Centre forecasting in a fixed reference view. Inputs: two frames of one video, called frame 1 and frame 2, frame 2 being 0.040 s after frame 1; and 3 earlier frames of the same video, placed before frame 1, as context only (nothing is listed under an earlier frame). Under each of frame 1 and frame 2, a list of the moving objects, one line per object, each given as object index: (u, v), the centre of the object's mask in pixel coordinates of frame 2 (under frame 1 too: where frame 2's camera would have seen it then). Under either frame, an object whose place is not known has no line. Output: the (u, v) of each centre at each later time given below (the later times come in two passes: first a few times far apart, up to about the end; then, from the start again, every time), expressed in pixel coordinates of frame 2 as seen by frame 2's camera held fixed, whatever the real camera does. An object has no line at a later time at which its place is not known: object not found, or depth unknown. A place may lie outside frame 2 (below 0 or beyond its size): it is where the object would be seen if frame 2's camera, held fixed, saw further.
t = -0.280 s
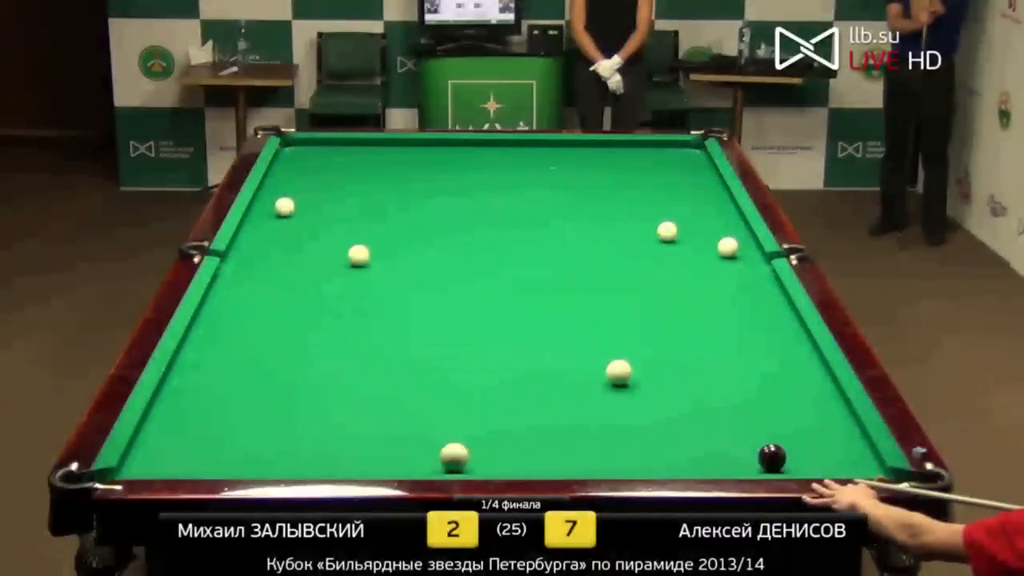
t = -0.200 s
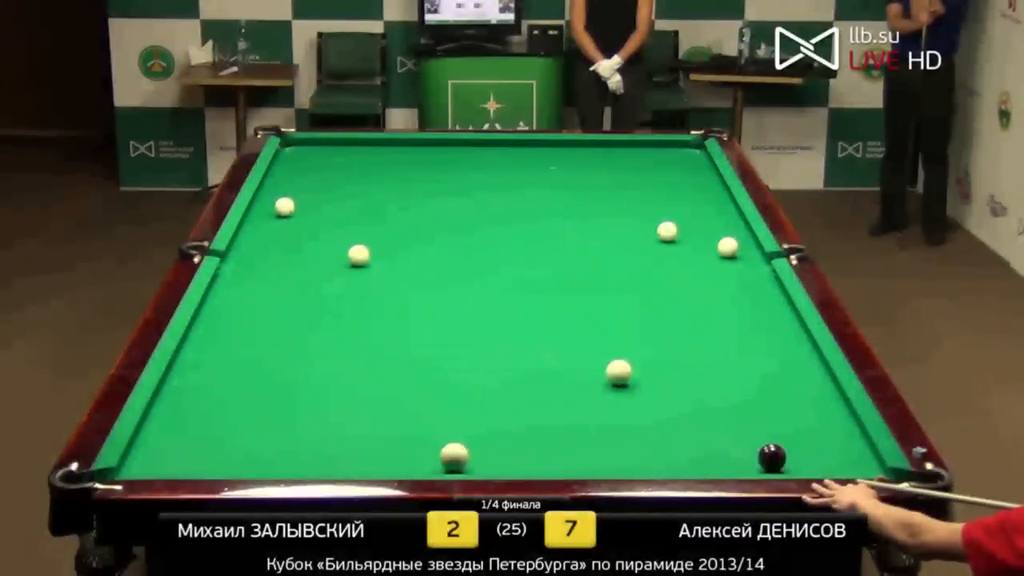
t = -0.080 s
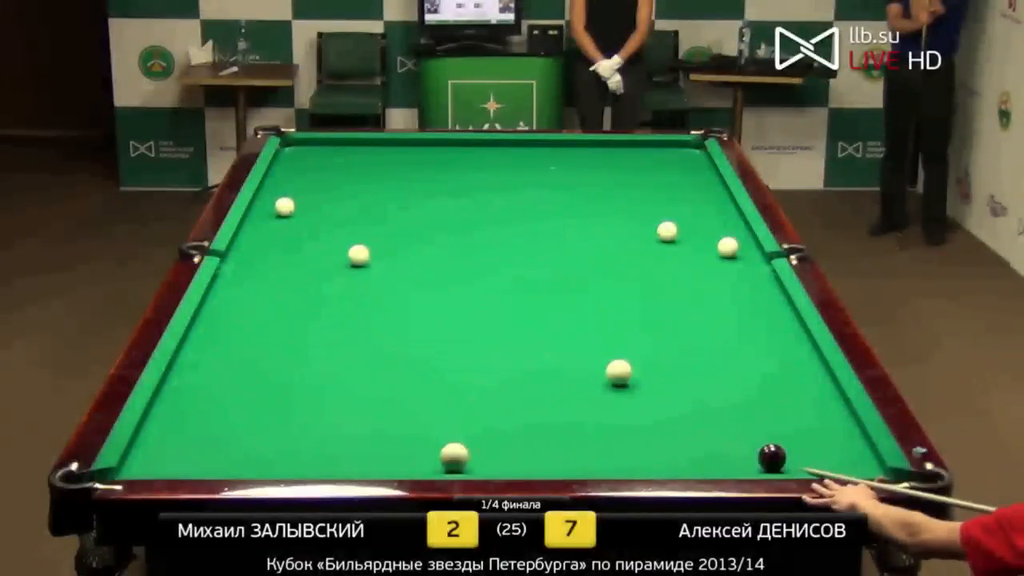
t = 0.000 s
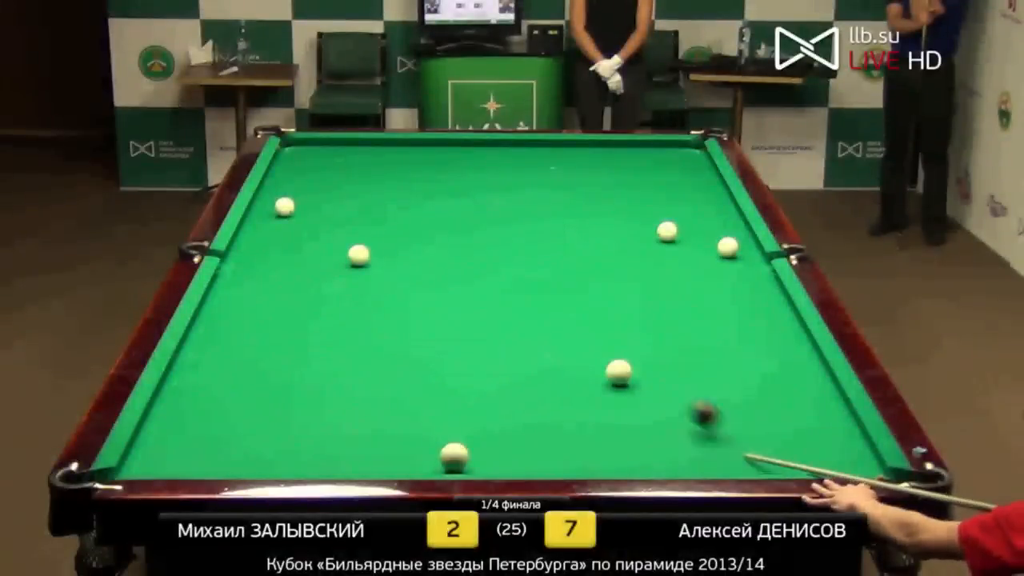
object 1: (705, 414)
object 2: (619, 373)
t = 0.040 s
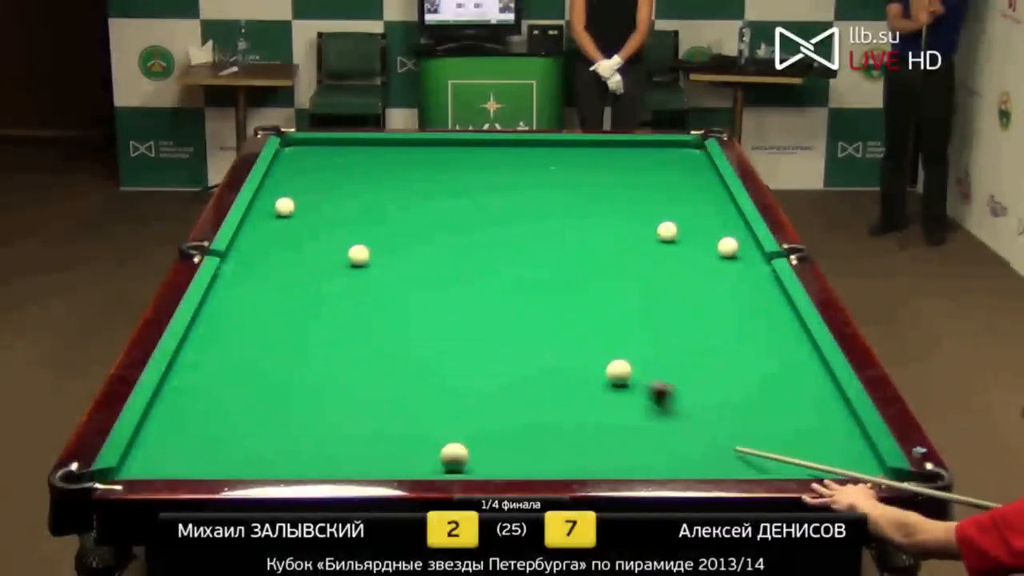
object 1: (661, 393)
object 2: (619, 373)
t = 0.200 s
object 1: (609, 384)
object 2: (529, 310)
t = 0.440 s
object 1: (580, 390)
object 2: (413, 230)
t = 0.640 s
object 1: (556, 396)
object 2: (346, 183)
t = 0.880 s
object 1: (528, 403)
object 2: (290, 141)
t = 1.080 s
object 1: (506, 408)
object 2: (317, 161)
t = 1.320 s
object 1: (479, 414)
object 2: (338, 185)
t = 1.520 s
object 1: (457, 419)
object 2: (352, 205)
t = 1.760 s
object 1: (431, 425)
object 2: (369, 231)
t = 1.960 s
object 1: (411, 429)
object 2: (385, 254)
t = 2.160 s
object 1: (390, 434)
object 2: (402, 279)
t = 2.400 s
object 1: (368, 438)
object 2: (424, 311)
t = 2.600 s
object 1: (350, 442)
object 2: (445, 342)
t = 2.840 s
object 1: (329, 446)
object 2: (472, 382)
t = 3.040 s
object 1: (312, 450)
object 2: (498, 420)
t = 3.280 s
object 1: (293, 453)
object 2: (532, 464)
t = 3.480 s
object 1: (279, 456)
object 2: (532, 447)
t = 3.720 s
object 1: (262, 458)
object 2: (532, 422)
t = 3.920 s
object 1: (250, 460)
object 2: (531, 402)
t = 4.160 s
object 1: (237, 462)
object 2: (529, 381)
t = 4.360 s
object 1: (227, 463)
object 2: (528, 365)
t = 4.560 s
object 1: (218, 464)
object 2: (526, 349)
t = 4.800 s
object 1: (208, 465)
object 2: (524, 332)
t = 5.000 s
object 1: (202, 466)
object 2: (523, 319)
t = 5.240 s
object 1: (195, 466)
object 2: (522, 305)
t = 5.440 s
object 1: (190, 466)
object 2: (521, 294)
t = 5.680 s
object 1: (186, 467)
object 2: (519, 282)
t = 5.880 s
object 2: (519, 272)
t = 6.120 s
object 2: (518, 261)
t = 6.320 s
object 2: (518, 252)
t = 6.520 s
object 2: (517, 245)
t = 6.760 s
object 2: (517, 236)
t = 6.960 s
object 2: (517, 229)
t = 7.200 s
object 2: (516, 221)
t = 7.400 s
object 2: (515, 215)
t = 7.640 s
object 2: (514, 208)
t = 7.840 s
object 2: (513, 203)
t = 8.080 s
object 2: (512, 196)
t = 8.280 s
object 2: (512, 192)
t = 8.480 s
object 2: (510, 187)
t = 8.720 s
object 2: (509, 182)
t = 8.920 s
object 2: (508, 178)
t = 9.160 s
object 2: (506, 174)
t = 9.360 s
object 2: (504, 170)
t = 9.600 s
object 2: (503, 167)
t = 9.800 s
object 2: (502, 164)
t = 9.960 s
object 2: (500, 161)
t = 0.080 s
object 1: (629, 380)
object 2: (609, 364)
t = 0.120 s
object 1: (621, 382)
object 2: (581, 344)
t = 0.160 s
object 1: (614, 383)
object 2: (554, 326)
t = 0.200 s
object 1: (609, 384)
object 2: (529, 310)
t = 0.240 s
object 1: (604, 385)
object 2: (507, 294)
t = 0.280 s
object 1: (599, 386)
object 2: (486, 279)
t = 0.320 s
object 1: (594, 387)
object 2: (466, 265)
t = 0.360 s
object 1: (589, 388)
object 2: (447, 253)
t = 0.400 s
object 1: (585, 389)
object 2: (429, 241)
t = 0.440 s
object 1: (580, 390)
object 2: (413, 230)
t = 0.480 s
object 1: (575, 391)
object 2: (398, 220)
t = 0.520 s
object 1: (570, 393)
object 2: (384, 209)
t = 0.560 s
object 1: (566, 394)
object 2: (370, 200)
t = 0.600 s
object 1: (561, 395)
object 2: (358, 192)
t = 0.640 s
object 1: (556, 396)
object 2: (346, 183)
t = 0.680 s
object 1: (552, 397)
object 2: (334, 175)
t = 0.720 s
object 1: (547, 399)
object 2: (323, 168)
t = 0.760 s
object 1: (542, 400)
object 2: (313, 161)
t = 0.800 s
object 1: (538, 401)
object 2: (303, 154)
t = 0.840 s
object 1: (533, 402)
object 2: (293, 147)
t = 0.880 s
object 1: (528, 403)
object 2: (290, 141)
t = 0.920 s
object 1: (524, 404)
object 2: (298, 142)
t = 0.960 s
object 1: (519, 405)
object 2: (303, 147)
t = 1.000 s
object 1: (514, 406)
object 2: (308, 152)
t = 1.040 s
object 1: (510, 407)
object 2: (312, 156)
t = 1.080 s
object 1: (506, 408)
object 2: (317, 161)
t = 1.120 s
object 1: (501, 409)
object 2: (321, 165)
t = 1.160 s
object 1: (496, 410)
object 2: (325, 169)
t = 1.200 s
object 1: (492, 411)
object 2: (329, 174)
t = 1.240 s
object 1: (487, 412)
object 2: (332, 178)
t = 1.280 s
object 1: (483, 413)
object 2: (335, 182)
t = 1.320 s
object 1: (479, 414)
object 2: (338, 185)
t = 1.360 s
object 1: (474, 415)
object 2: (341, 189)
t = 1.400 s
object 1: (470, 416)
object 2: (343, 193)
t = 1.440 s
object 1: (465, 417)
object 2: (346, 197)
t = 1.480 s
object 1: (461, 418)
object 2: (349, 201)
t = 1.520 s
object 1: (457, 419)
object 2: (352, 205)
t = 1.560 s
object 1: (452, 420)
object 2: (354, 209)
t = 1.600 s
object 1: (448, 421)
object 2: (357, 213)
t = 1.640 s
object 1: (444, 422)
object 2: (360, 218)
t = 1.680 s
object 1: (440, 423)
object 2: (363, 222)
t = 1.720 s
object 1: (435, 424)
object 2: (366, 226)
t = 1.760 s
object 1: (431, 425)
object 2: (369, 231)
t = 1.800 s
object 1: (427, 426)
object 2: (372, 235)
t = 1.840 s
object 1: (423, 426)
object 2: (375, 239)
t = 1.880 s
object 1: (419, 427)
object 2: (378, 244)
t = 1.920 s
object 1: (414, 428)
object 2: (382, 249)
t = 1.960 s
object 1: (411, 429)
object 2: (385, 254)
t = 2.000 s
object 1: (407, 431)
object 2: (388, 258)
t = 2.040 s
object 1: (402, 431)
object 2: (391, 263)
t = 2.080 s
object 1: (399, 432)
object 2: (395, 268)
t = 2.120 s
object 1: (394, 433)
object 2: (398, 273)
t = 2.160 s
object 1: (390, 434)
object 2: (402, 279)
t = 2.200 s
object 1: (387, 434)
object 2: (406, 284)
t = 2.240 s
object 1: (383, 435)
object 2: (409, 289)
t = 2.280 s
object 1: (379, 436)
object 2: (413, 295)
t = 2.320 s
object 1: (376, 437)
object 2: (416, 300)
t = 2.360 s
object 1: (372, 437)
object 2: (420, 306)
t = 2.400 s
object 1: (368, 438)
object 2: (424, 311)
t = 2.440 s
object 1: (364, 439)
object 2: (428, 317)
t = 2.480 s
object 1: (360, 440)
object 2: (432, 323)
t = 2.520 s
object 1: (357, 441)
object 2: (436, 329)
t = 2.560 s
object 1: (353, 441)
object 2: (440, 335)
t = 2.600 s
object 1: (350, 442)
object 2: (445, 342)
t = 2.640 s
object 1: (346, 443)
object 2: (449, 348)
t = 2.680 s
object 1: (342, 443)
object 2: (454, 354)
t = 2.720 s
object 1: (339, 444)
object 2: (458, 361)
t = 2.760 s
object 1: (335, 445)
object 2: (463, 368)
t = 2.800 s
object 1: (332, 446)
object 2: (467, 375)
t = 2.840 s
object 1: (329, 446)
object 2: (472, 382)
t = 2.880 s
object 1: (325, 447)
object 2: (477, 389)
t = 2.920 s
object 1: (322, 447)
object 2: (482, 397)
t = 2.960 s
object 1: (318, 448)
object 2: (487, 404)
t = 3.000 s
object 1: (315, 449)
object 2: (493, 412)
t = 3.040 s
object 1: (312, 450)
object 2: (498, 420)
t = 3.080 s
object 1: (309, 450)
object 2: (503, 428)
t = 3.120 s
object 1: (306, 451)
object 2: (509, 436)
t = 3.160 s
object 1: (303, 452)
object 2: (514, 444)
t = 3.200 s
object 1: (299, 452)
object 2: (520, 453)
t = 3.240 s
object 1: (296, 453)
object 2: (526, 459)
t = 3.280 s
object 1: (293, 453)
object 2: (532, 464)
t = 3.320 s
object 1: (290, 454)
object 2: (534, 465)
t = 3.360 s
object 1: (287, 455)
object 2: (534, 461)
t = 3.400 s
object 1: (284, 455)
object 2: (533, 457)
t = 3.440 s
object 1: (281, 456)
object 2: (533, 452)
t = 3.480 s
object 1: (279, 456)
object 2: (532, 447)
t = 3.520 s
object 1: (275, 457)
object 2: (532, 443)
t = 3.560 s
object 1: (273, 457)
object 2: (532, 438)
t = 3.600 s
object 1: (270, 457)
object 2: (532, 434)
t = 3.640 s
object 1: (267, 458)
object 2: (532, 430)
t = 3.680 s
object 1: (265, 458)
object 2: (532, 426)
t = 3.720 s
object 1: (262, 458)
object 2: (532, 422)
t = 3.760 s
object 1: (259, 459)
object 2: (531, 417)
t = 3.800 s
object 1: (257, 459)
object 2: (531, 414)
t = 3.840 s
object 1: (255, 459)
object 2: (531, 410)
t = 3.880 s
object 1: (253, 460)
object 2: (531, 406)
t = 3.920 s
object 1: (250, 460)
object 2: (531, 402)
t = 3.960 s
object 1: (248, 460)
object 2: (530, 399)
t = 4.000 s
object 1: (245, 461)
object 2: (530, 395)
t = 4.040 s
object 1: (243, 461)
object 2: (530, 391)
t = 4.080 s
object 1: (241, 461)
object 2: (530, 388)
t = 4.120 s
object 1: (239, 462)
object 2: (530, 384)
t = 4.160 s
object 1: (237, 462)
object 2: (529, 381)
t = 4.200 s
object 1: (235, 462)
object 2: (529, 377)
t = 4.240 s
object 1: (233, 462)
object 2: (529, 374)
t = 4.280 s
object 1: (231, 462)
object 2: (528, 371)
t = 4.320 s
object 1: (229, 463)
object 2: (528, 368)
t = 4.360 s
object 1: (227, 463)
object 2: (528, 365)
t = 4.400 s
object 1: (225, 463)
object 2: (527, 361)
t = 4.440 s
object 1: (223, 463)
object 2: (527, 359)
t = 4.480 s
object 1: (221, 463)
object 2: (527, 355)
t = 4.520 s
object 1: (220, 464)
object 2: (526, 352)
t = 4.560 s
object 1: (218, 464)
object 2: (526, 349)
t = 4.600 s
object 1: (216, 464)
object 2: (526, 346)
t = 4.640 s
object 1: (214, 464)
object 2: (525, 344)
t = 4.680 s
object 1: (213, 464)
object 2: (525, 341)
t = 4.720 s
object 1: (211, 465)
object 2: (525, 338)
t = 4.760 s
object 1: (210, 465)
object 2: (525, 335)
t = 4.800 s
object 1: (208, 465)
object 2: (524, 332)
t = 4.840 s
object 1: (207, 465)
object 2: (524, 330)
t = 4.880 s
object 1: (206, 465)
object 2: (524, 327)
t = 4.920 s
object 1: (204, 465)
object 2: (524, 325)
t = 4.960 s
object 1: (203, 465)
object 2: (523, 322)
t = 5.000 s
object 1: (202, 466)
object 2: (523, 319)
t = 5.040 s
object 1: (200, 466)
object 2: (523, 317)
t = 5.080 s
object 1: (199, 466)
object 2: (523, 314)
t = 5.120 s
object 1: (198, 466)
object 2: (522, 312)
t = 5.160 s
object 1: (197, 466)
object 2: (522, 310)
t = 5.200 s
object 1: (196, 466)
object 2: (522, 308)
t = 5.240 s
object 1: (195, 466)
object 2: (522, 305)
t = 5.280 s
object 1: (194, 466)
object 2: (522, 303)
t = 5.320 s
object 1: (193, 466)
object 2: (521, 300)
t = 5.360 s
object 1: (192, 466)
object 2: (521, 298)
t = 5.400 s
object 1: (191, 466)
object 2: (521, 296)
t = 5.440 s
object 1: (190, 466)
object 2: (521, 294)
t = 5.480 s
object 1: (190, 466)
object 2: (520, 292)
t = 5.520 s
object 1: (189, 466)
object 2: (520, 290)
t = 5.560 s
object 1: (188, 466)
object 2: (520, 288)
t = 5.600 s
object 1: (188, 466)
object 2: (520, 286)
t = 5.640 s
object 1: (187, 467)
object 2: (520, 283)
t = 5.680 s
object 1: (186, 467)
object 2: (519, 282)
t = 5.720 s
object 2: (519, 280)
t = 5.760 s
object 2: (519, 278)
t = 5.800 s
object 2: (519, 276)
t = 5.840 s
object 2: (519, 274)
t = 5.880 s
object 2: (519, 272)
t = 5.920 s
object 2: (519, 270)
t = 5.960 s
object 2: (519, 268)
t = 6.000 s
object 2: (518, 266)
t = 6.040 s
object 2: (518, 264)
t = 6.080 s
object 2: (518, 263)
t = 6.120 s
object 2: (518, 261)
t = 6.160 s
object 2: (518, 259)
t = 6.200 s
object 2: (518, 258)
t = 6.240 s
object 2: (518, 256)
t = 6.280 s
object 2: (518, 254)
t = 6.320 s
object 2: (518, 252)
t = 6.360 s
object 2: (518, 251)
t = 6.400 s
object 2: (517, 249)
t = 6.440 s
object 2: (518, 248)
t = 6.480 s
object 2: (517, 246)
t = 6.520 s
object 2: (517, 245)
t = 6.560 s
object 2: (517, 243)
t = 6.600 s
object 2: (517, 242)
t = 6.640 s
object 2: (517, 240)
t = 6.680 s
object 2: (517, 239)
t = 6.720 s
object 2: (517, 237)
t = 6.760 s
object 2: (517, 236)
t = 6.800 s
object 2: (517, 234)
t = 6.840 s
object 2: (517, 233)
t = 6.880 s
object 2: (517, 232)
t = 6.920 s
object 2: (517, 230)
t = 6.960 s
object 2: (517, 229)
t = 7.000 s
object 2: (516, 227)
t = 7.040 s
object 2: (516, 226)
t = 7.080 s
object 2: (516, 225)
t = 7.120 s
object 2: (516, 224)
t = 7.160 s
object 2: (516, 222)
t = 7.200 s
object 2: (516, 221)
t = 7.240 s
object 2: (516, 220)
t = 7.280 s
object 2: (516, 219)
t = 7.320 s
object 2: (515, 217)
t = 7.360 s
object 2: (515, 216)
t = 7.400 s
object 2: (515, 215)
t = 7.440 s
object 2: (515, 214)
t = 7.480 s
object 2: (515, 212)
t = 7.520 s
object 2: (514, 211)
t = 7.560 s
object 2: (514, 210)
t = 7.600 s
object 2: (514, 209)
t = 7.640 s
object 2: (514, 208)
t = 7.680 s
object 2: (514, 207)
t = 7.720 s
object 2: (514, 206)
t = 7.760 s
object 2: (513, 204)
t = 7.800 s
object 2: (513, 203)
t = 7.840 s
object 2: (513, 203)
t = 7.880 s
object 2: (513, 201)
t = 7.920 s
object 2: (513, 200)
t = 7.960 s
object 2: (513, 200)
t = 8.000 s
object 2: (513, 198)
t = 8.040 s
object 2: (513, 197)
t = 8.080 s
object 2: (512, 196)
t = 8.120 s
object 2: (512, 196)
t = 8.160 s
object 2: (512, 195)
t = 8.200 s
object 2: (512, 194)
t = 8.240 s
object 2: (512, 193)
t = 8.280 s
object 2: (512, 192)
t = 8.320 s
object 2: (511, 191)
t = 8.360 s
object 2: (511, 190)
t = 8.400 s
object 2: (511, 189)
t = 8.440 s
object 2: (511, 188)
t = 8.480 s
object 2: (510, 187)
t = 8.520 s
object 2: (510, 186)
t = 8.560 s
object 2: (510, 186)
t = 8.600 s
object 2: (510, 185)
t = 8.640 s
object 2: (509, 184)
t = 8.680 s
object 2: (509, 183)
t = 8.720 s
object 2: (509, 182)
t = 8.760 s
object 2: (509, 181)
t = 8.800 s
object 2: (508, 181)
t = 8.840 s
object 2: (508, 180)
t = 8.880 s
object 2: (508, 179)
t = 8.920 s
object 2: (508, 178)
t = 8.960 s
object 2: (507, 177)
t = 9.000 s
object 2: (507, 177)
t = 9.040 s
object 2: (507, 176)
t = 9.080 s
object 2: (507, 175)
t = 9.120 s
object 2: (506, 175)
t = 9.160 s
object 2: (506, 174)
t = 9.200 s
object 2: (506, 173)
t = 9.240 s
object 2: (505, 172)
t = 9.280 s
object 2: (505, 172)
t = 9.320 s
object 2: (505, 171)
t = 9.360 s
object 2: (504, 170)
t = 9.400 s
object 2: (504, 170)
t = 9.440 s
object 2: (504, 169)
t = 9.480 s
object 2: (503, 168)
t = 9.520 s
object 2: (503, 168)
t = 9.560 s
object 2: (503, 167)
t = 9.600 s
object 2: (503, 167)
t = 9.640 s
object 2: (502, 166)
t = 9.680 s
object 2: (502, 165)
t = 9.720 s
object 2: (502, 165)
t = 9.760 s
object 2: (502, 164)
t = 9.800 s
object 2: (502, 164)
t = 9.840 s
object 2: (501, 163)
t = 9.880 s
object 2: (501, 163)
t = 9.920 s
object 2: (501, 162)
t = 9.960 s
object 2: (500, 161)
